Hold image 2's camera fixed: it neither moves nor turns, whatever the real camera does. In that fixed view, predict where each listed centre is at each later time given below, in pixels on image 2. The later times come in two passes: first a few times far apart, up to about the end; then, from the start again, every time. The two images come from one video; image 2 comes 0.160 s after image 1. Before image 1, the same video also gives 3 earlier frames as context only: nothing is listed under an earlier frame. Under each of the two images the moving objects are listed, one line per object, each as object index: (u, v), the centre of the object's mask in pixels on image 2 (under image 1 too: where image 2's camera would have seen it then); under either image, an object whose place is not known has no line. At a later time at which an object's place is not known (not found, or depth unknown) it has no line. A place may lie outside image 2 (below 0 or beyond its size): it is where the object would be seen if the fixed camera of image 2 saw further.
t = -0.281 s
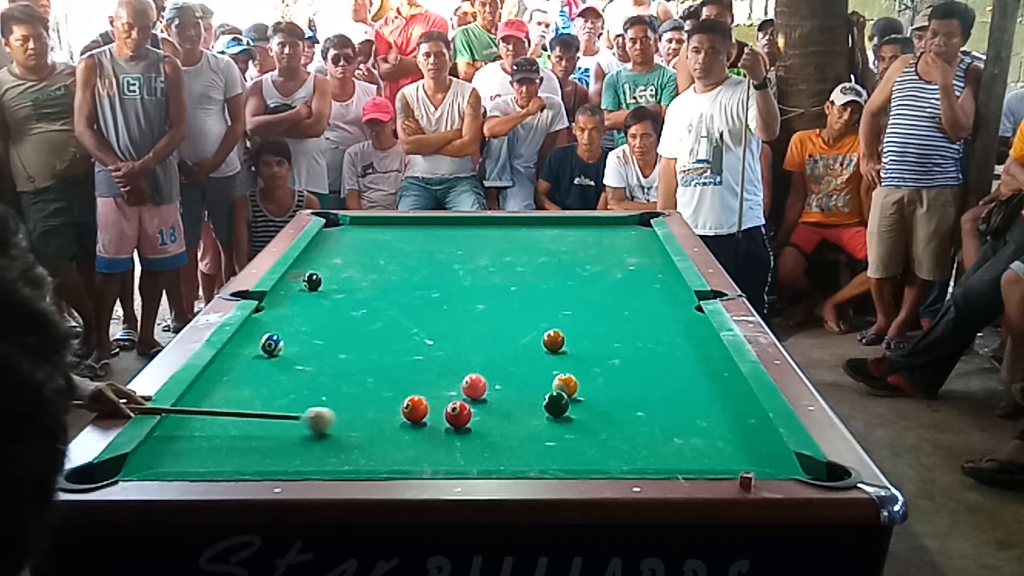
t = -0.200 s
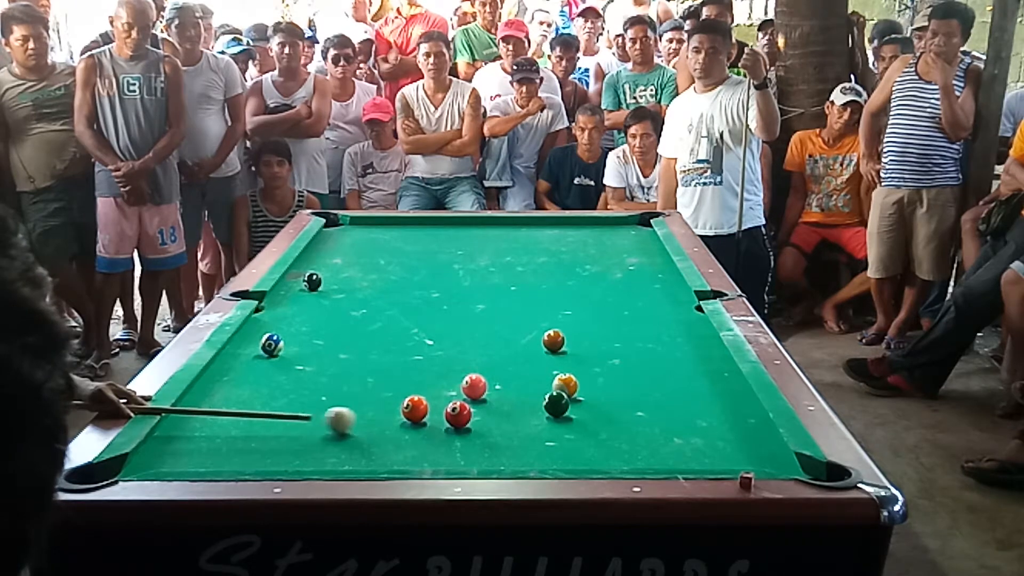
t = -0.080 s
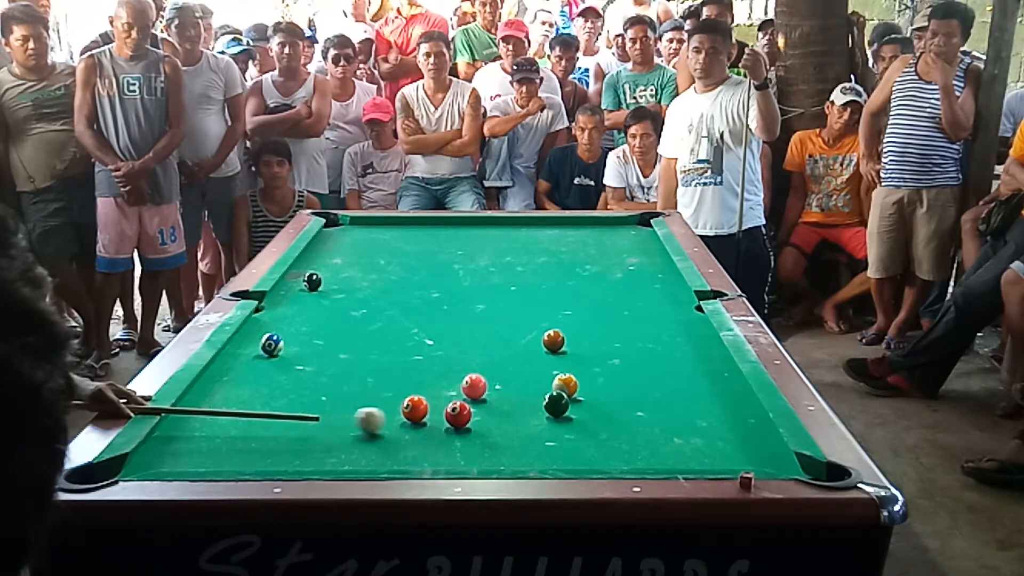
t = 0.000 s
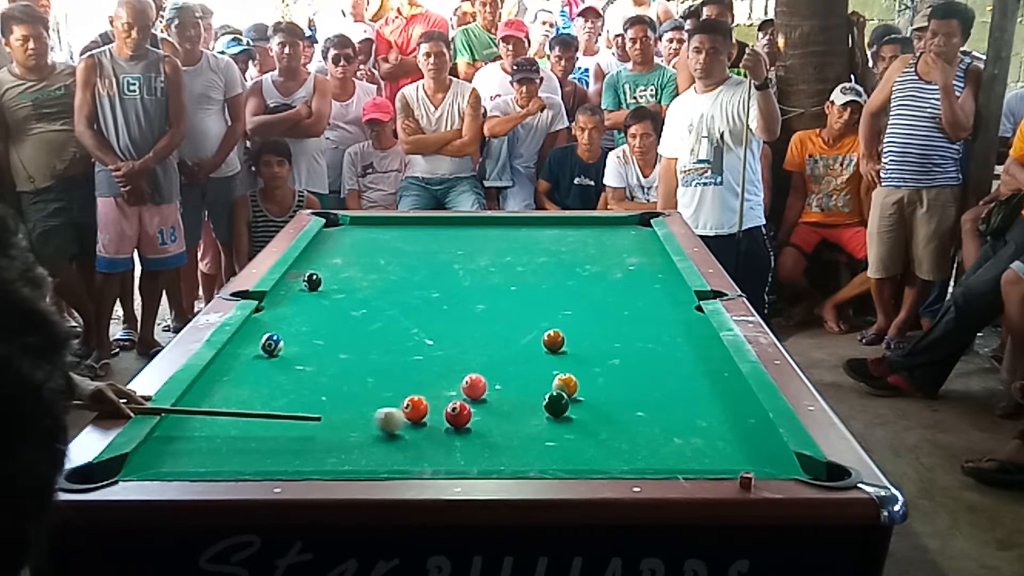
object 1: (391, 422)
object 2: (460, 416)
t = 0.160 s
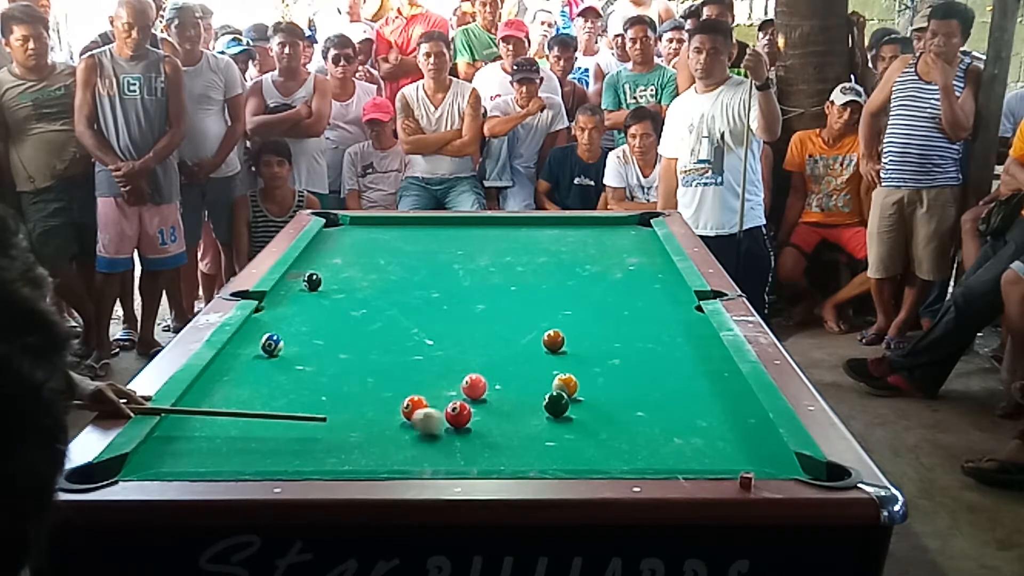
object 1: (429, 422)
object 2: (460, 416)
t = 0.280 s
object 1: (450, 425)
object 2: (468, 412)
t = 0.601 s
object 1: (498, 435)
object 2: (486, 407)
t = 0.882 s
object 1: (537, 442)
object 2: (500, 402)
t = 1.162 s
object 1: (575, 451)
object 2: (511, 396)
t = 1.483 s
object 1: (614, 457)
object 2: (523, 393)
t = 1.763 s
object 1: (647, 460)
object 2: (531, 390)
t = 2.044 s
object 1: (667, 460)
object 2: (536, 388)
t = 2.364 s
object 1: (681, 458)
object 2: (539, 387)
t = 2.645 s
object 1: (690, 458)
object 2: (540, 387)
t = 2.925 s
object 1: (695, 457)
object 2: (540, 387)
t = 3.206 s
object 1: (697, 457)
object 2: (540, 387)
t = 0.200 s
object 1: (437, 423)
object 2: (461, 415)
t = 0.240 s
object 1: (445, 423)
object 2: (465, 414)
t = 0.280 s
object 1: (450, 425)
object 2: (468, 412)
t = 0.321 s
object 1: (456, 426)
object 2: (470, 410)
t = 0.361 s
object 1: (462, 427)
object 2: (473, 409)
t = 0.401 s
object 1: (468, 428)
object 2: (474, 408)
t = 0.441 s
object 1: (474, 429)
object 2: (475, 407)
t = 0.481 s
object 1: (480, 431)
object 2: (477, 407)
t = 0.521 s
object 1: (486, 432)
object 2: (481, 407)
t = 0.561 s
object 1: (492, 433)
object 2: (483, 407)
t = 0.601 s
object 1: (498, 435)
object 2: (486, 407)
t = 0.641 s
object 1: (503, 436)
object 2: (488, 406)
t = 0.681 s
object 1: (509, 437)
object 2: (490, 405)
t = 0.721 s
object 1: (514, 437)
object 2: (492, 404)
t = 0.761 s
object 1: (520, 439)
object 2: (494, 404)
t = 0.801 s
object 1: (525, 440)
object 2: (496, 403)
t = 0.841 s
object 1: (531, 442)
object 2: (498, 402)
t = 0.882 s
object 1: (537, 442)
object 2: (500, 402)
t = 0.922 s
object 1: (543, 444)
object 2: (501, 400)
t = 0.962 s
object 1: (548, 445)
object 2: (503, 399)
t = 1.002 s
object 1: (553, 446)
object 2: (505, 399)
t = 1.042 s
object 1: (559, 447)
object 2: (507, 398)
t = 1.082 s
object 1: (564, 449)
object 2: (508, 397)
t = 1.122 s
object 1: (570, 450)
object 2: (510, 397)
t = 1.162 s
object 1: (575, 451)
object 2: (511, 396)
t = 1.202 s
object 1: (580, 452)
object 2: (513, 396)
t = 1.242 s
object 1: (586, 453)
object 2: (514, 395)
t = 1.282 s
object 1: (590, 453)
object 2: (516, 395)
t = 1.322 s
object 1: (595, 454)
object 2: (519, 396)
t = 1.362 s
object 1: (600, 455)
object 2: (520, 395)
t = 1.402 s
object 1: (605, 456)
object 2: (521, 395)
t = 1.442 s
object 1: (610, 456)
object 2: (522, 393)
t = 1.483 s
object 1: (614, 457)
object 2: (523, 393)
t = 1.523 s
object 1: (619, 457)
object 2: (524, 392)
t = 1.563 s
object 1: (624, 458)
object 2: (525, 392)
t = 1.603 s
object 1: (629, 458)
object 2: (527, 391)
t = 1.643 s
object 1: (633, 459)
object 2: (528, 391)
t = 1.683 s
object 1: (638, 460)
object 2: (529, 391)
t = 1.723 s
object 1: (643, 460)
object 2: (530, 390)
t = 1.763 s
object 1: (647, 460)
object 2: (531, 390)
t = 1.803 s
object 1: (652, 461)
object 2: (532, 390)
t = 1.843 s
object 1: (655, 461)
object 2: (533, 389)
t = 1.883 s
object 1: (658, 461)
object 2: (533, 389)
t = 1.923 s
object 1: (660, 460)
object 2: (534, 389)
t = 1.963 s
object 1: (662, 460)
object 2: (535, 389)
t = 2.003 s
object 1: (665, 460)
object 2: (536, 388)
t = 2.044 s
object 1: (667, 460)
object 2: (536, 388)
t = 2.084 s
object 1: (668, 459)
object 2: (537, 388)
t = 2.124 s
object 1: (671, 459)
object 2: (537, 388)
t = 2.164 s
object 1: (673, 459)
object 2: (538, 388)
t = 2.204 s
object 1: (675, 459)
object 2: (538, 387)
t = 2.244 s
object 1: (676, 459)
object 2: (539, 387)
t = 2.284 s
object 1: (678, 459)
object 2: (539, 387)
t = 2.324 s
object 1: (680, 459)
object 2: (539, 387)
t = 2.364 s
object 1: (681, 458)
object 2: (539, 387)
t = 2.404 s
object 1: (683, 458)
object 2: (540, 387)
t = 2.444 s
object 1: (684, 458)
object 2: (540, 387)
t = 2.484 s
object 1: (686, 458)
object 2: (540, 387)
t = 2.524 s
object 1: (687, 458)
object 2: (540, 387)
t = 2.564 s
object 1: (688, 458)
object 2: (540, 387)
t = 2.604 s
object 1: (689, 458)
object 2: (540, 387)
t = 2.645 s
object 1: (690, 458)
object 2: (540, 387)
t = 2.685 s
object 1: (691, 458)
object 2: (540, 387)
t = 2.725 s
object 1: (692, 458)
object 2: (540, 387)
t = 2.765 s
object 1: (693, 457)
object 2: (540, 387)
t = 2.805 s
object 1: (693, 457)
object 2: (540, 387)
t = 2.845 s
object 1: (694, 457)
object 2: (540, 387)
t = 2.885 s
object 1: (695, 457)
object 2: (540, 387)
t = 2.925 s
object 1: (695, 457)
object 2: (540, 387)
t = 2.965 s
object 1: (696, 457)
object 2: (540, 387)
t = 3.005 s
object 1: (696, 456)
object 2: (540, 387)
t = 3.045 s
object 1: (696, 457)
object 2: (540, 387)
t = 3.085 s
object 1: (696, 457)
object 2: (540, 387)
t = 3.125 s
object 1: (696, 457)
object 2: (540, 387)
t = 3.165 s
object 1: (696, 457)
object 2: (540, 387)
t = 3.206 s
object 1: (697, 457)
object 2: (540, 387)
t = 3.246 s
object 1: (697, 457)
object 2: (540, 387)
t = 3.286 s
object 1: (697, 457)
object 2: (539, 387)
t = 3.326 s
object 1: (697, 457)
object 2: (540, 387)
